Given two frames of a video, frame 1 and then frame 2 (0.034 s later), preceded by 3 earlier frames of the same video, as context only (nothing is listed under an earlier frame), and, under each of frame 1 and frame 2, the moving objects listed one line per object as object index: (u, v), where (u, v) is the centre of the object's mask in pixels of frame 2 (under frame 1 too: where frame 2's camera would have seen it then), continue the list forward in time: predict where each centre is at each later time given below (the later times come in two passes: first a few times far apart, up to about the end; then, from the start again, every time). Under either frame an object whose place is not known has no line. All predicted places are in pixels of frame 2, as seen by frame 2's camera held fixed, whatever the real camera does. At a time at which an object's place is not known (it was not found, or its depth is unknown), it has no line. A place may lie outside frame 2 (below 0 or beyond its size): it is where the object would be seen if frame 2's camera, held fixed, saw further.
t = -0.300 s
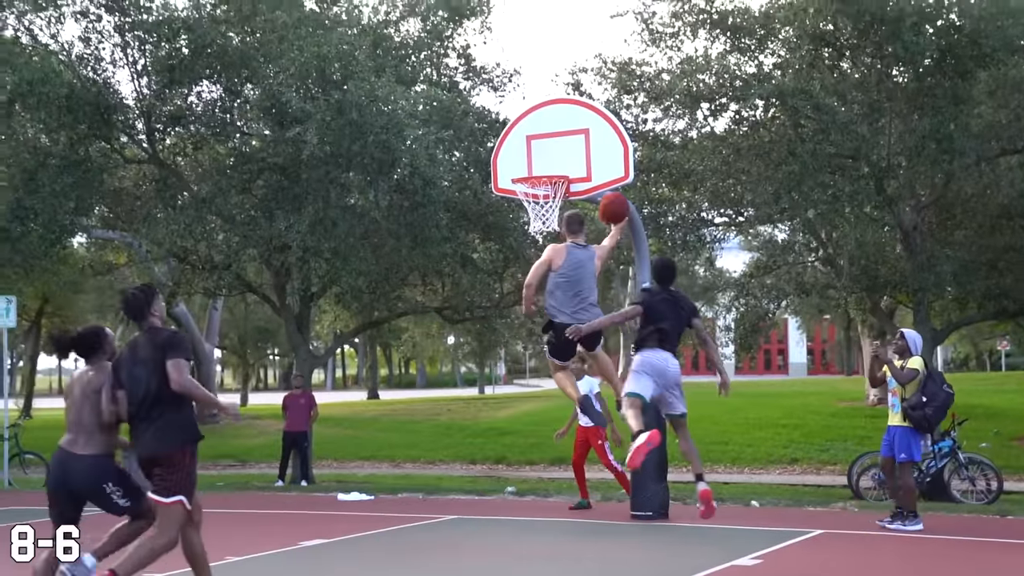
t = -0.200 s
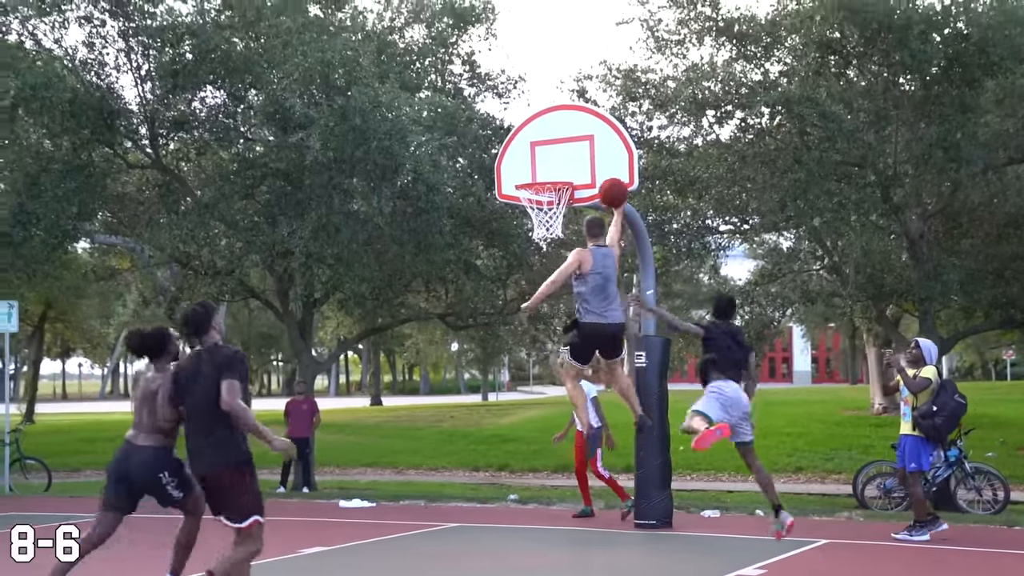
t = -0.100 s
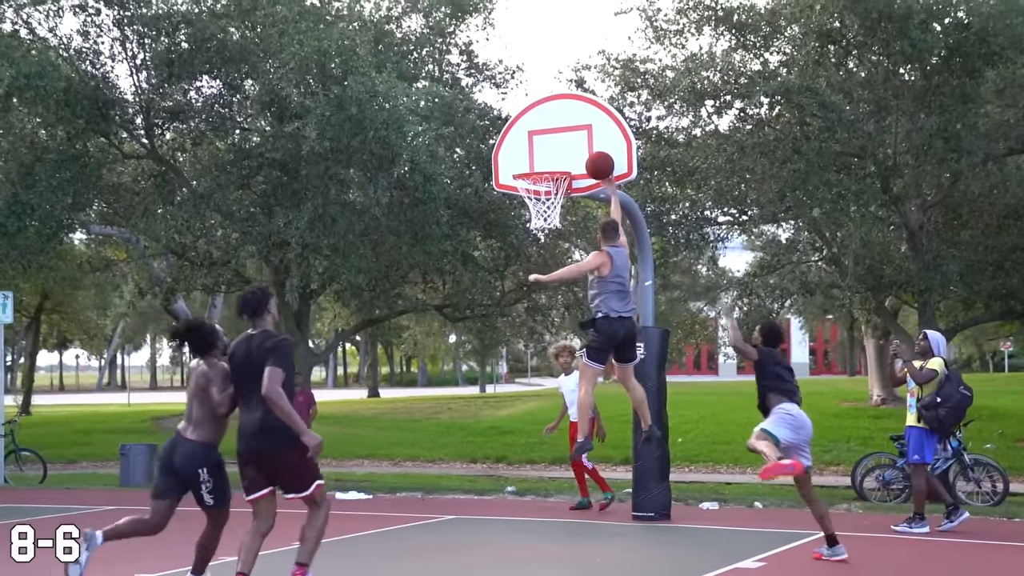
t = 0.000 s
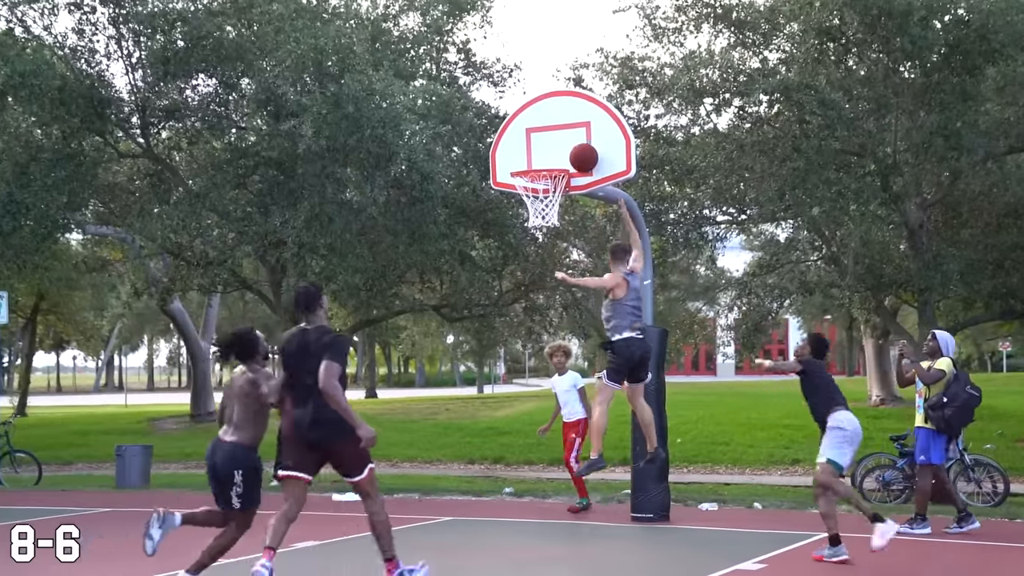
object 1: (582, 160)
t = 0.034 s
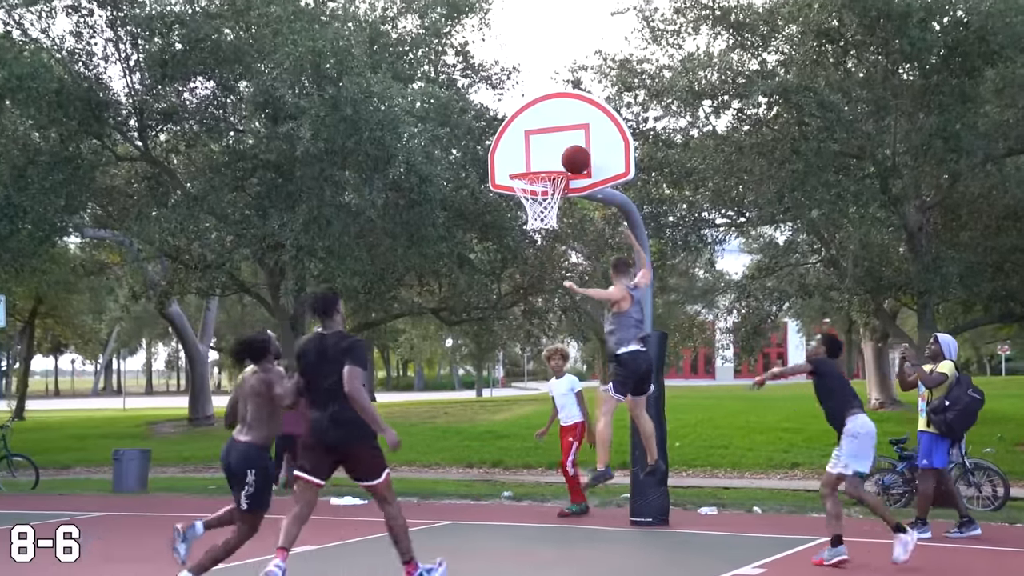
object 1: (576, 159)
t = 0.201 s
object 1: (566, 152)
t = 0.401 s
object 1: (550, 157)
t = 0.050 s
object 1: (574, 159)
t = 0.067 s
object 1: (572, 157)
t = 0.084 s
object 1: (571, 156)
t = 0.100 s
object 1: (571, 154)
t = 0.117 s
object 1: (570, 153)
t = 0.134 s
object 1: (569, 152)
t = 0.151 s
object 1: (568, 151)
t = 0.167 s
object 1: (568, 151)
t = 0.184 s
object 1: (567, 151)
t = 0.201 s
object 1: (566, 152)
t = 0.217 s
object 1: (565, 153)
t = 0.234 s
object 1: (565, 154)
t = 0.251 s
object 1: (564, 155)
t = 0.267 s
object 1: (563, 155)
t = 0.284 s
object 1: (561, 155)
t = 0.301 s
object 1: (560, 155)
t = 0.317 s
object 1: (558, 155)
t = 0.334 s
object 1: (556, 155)
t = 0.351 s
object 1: (555, 156)
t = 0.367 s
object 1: (553, 156)
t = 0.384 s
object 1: (551, 156)
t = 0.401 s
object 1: (550, 157)
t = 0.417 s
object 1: (548, 158)
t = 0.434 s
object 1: (546, 160)
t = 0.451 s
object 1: (545, 161)
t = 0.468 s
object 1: (543, 162)
